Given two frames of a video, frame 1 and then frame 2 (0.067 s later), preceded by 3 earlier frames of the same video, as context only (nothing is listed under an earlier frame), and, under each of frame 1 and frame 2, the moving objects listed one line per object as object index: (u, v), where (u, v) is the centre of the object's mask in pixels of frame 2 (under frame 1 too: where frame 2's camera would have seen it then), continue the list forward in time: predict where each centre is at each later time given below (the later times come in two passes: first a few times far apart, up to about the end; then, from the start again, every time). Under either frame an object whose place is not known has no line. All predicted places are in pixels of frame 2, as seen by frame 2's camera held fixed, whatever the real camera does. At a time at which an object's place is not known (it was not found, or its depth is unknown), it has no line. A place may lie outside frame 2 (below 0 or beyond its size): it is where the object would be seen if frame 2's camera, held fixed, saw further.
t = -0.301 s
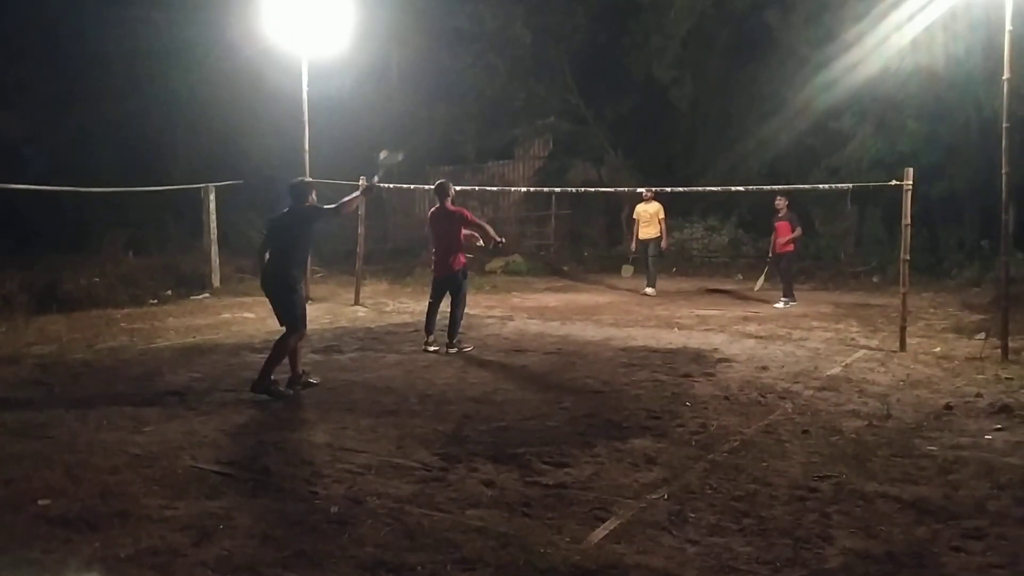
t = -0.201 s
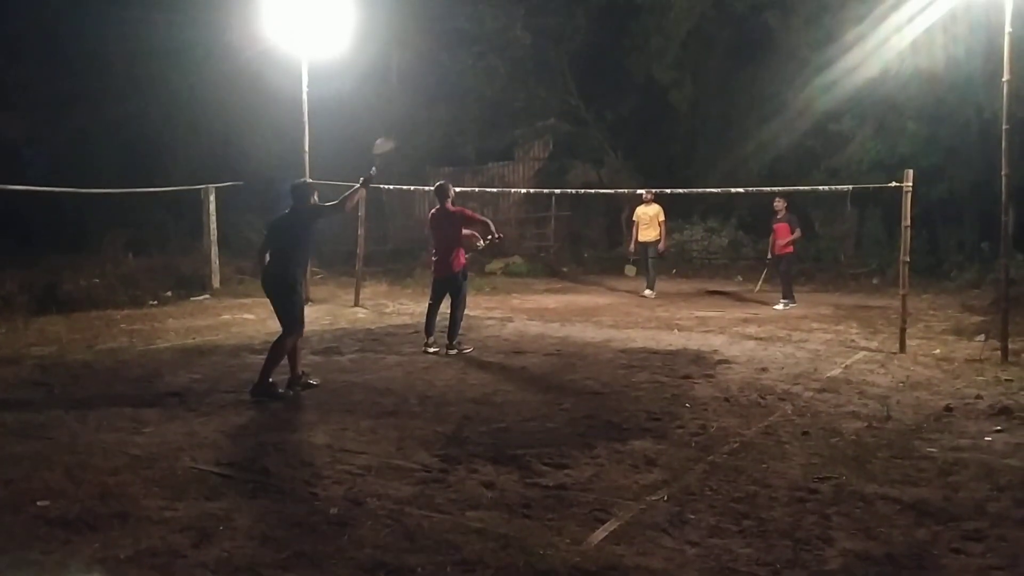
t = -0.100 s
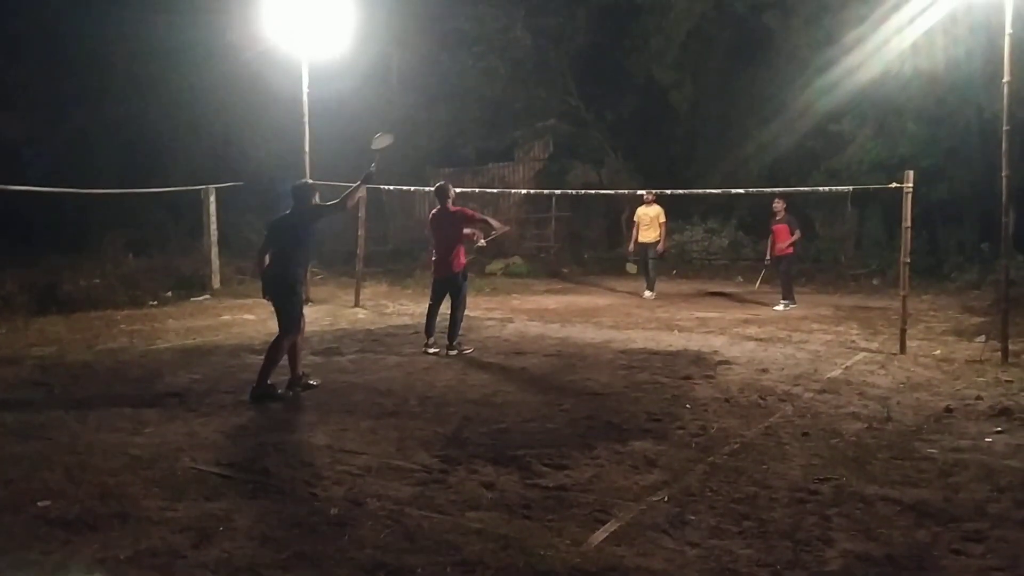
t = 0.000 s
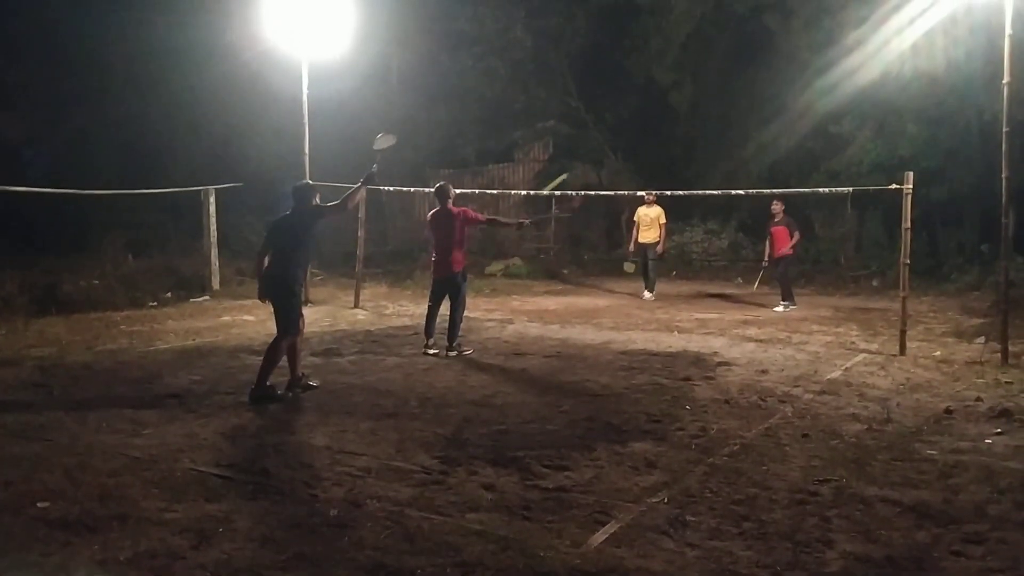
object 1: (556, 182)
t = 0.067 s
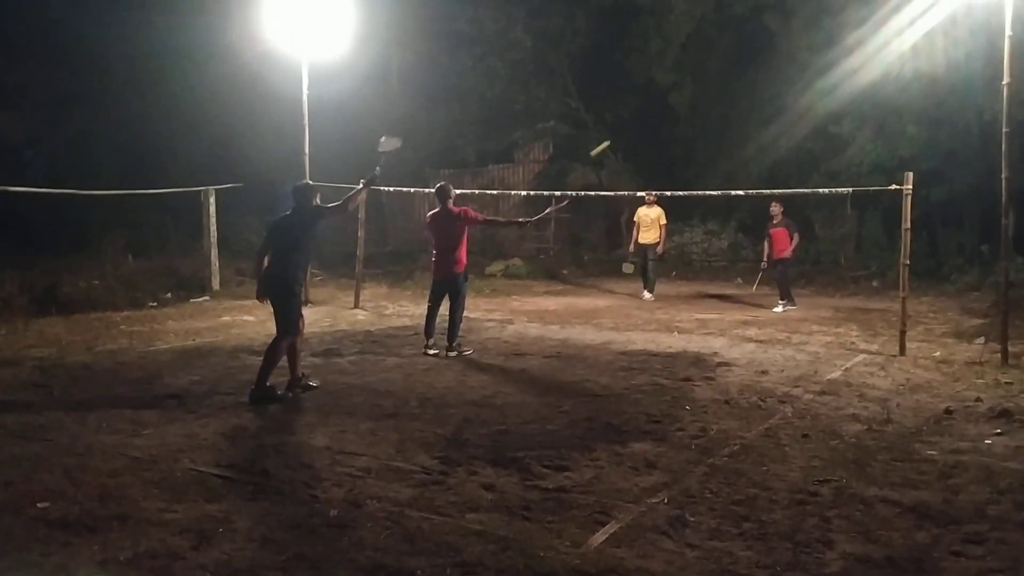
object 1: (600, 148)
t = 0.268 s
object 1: (677, 101)
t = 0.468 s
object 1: (719, 98)
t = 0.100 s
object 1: (617, 135)
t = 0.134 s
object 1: (633, 125)
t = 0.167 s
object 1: (646, 116)
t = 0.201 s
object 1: (657, 110)
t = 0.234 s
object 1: (667, 105)
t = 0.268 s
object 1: (677, 101)
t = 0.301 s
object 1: (685, 98)
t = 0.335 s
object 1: (693, 96)
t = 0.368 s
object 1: (700, 96)
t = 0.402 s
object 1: (707, 96)
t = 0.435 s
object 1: (713, 96)
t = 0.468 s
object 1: (719, 98)
